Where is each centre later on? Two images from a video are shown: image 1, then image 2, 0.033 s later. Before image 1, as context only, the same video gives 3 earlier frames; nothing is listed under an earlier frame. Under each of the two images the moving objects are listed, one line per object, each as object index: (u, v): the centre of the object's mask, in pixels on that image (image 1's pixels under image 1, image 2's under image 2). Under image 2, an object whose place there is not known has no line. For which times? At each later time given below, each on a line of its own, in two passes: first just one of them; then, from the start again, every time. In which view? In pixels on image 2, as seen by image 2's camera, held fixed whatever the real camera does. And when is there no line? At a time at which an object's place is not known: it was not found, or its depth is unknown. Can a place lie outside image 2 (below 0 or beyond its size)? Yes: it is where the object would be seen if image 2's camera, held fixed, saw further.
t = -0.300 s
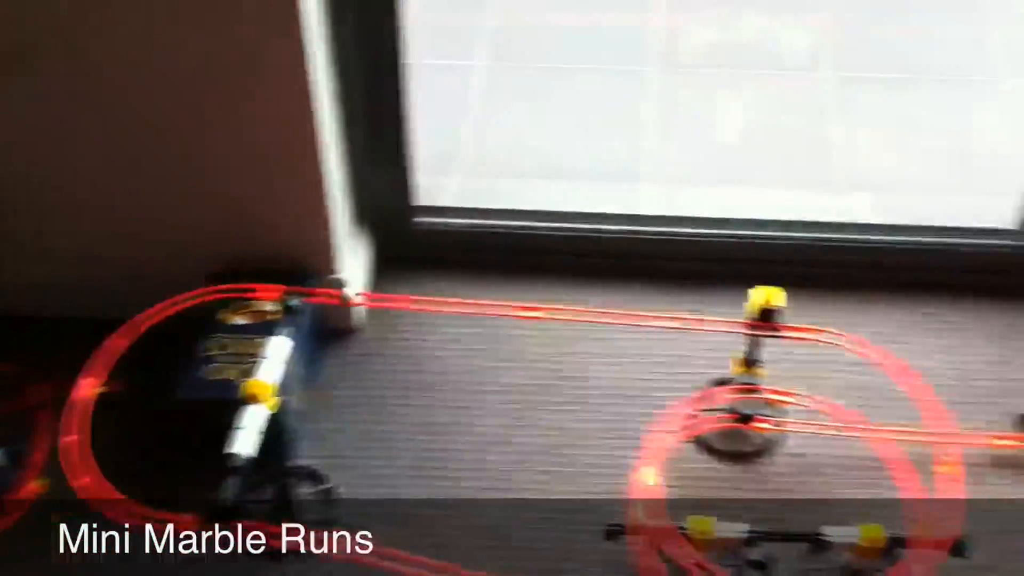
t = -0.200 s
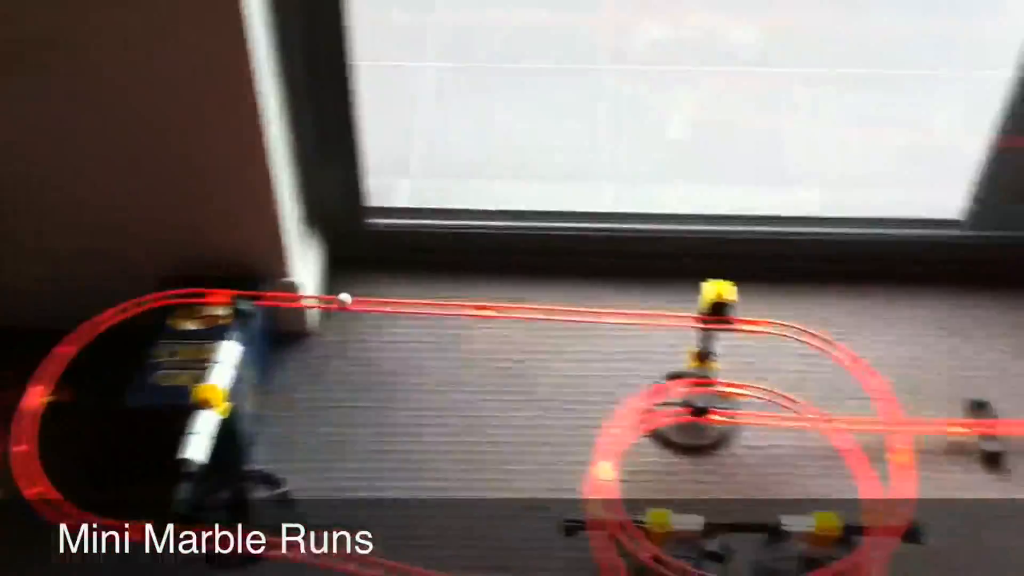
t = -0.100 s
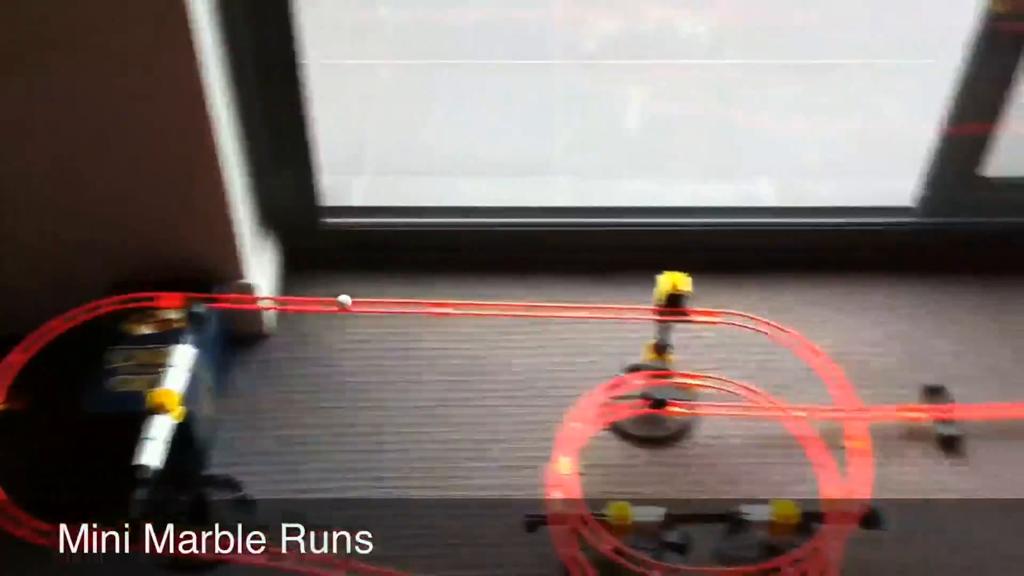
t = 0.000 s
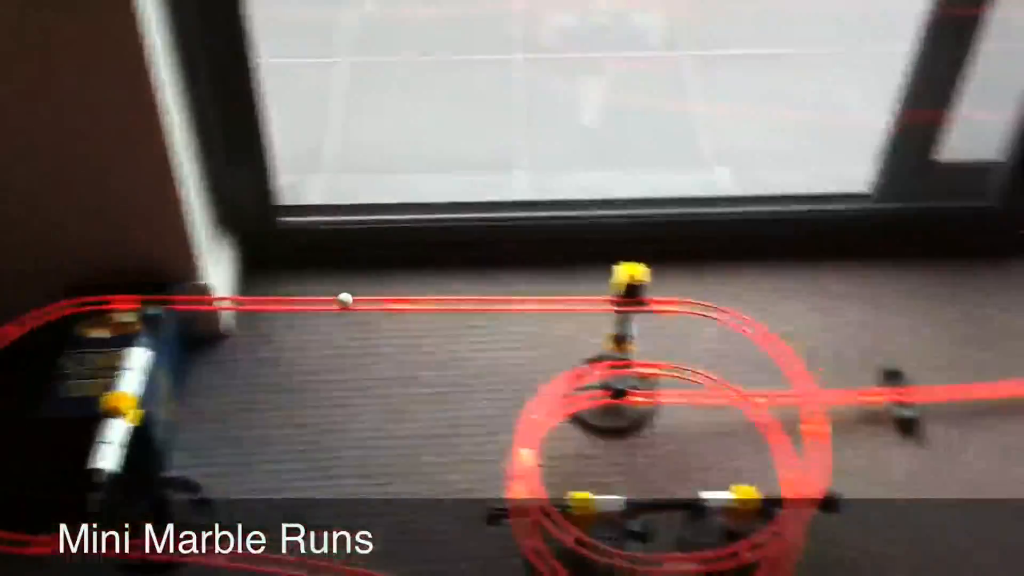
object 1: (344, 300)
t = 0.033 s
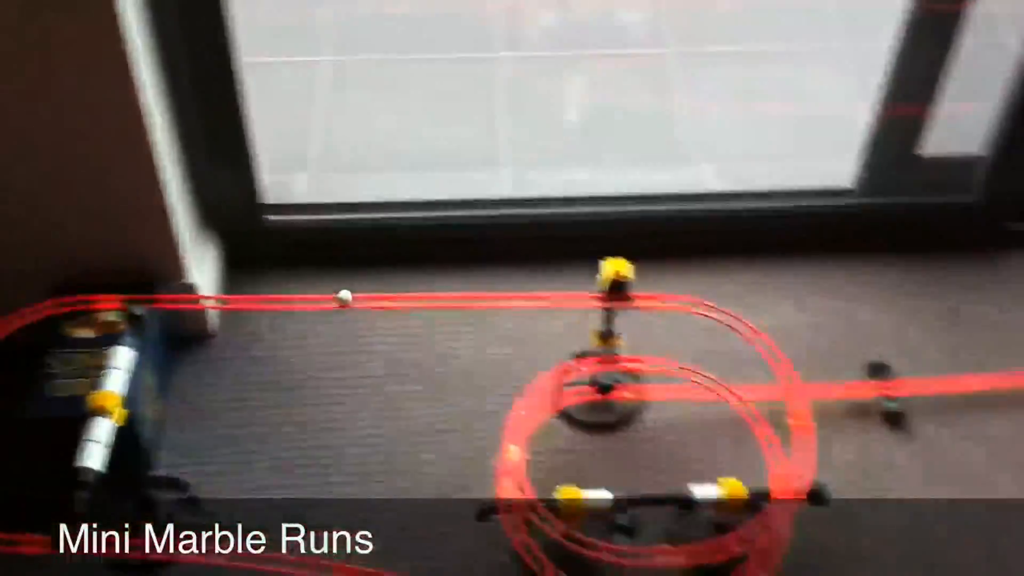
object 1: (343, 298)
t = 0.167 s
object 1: (398, 295)
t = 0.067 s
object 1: (358, 296)
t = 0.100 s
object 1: (371, 297)
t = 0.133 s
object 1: (385, 296)
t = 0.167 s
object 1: (398, 295)
